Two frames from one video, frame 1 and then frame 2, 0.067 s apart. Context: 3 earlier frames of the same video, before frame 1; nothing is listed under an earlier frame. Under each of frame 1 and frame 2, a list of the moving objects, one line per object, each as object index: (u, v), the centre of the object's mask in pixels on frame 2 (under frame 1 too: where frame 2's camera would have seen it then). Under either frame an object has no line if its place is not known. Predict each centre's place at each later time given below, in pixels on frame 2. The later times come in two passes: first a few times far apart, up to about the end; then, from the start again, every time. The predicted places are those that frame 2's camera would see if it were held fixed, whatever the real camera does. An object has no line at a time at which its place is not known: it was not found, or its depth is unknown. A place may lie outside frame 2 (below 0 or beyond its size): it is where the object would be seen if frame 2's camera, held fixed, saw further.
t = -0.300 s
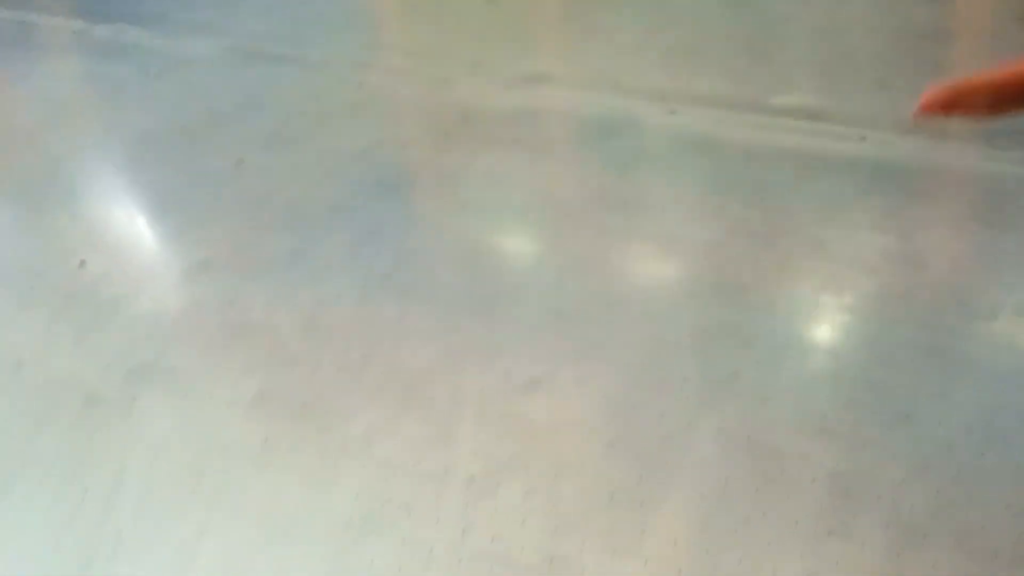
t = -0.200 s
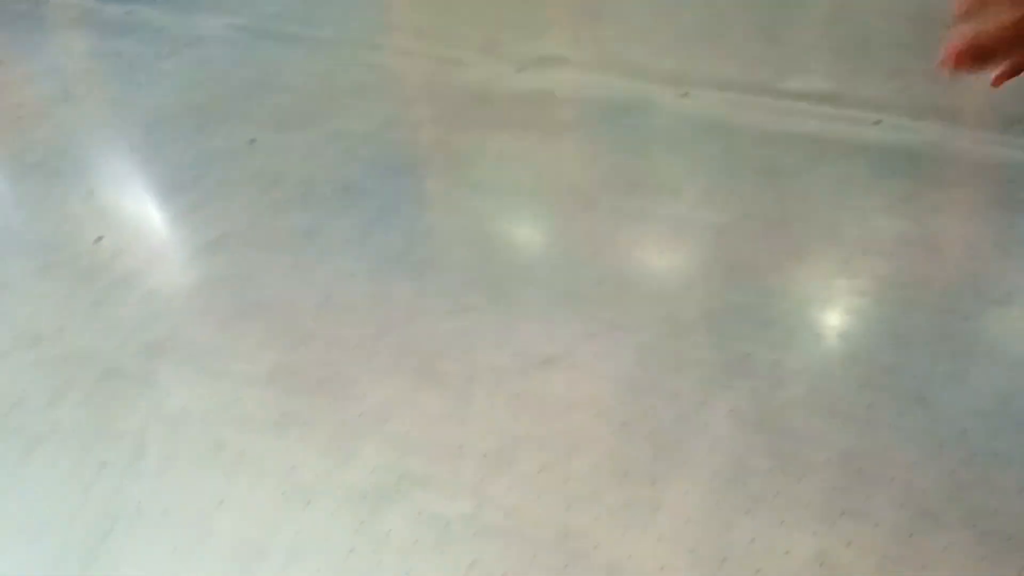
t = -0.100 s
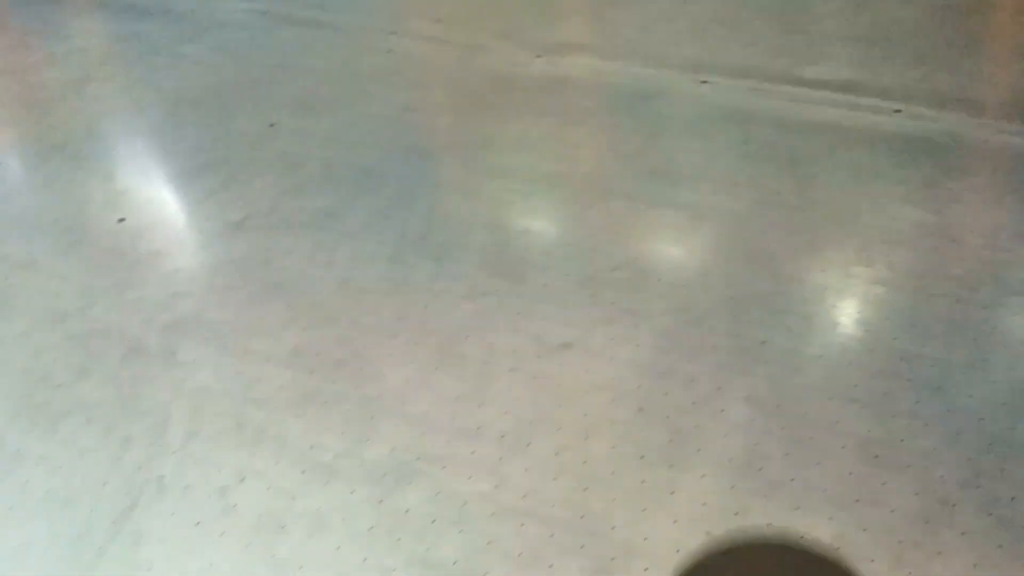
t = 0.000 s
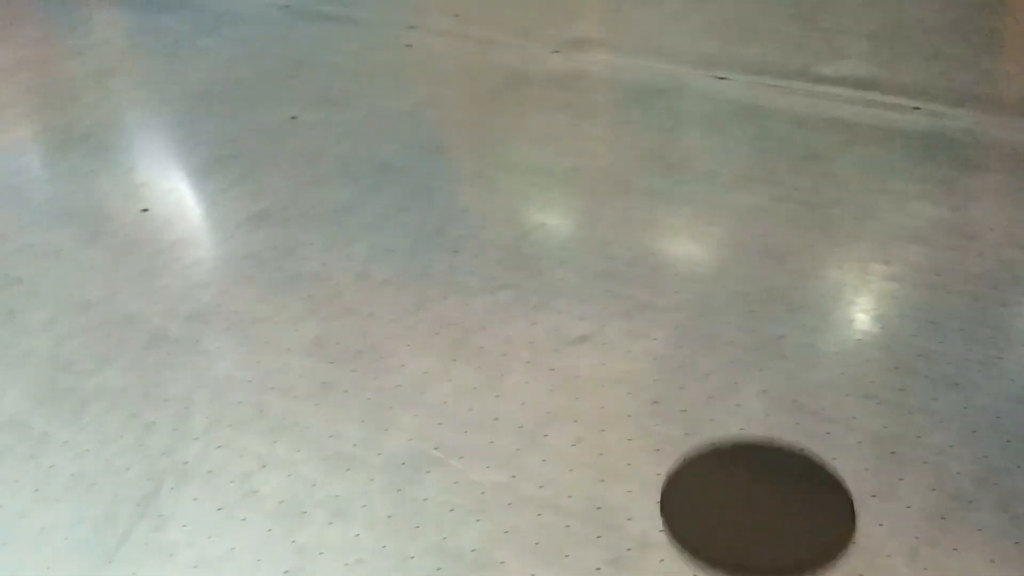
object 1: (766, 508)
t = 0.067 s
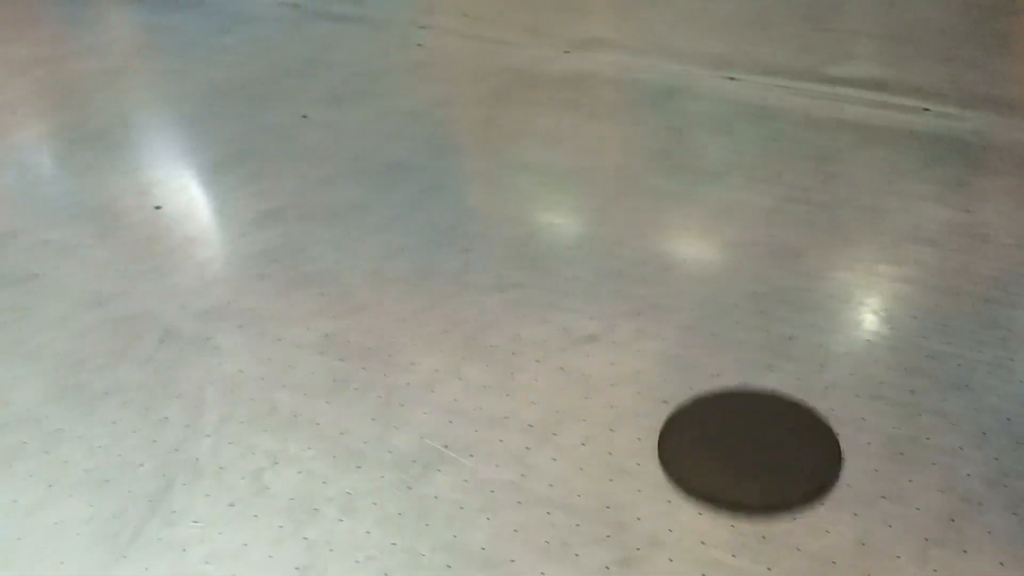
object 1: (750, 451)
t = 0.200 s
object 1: (722, 353)
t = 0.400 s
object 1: (691, 240)
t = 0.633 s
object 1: (665, 143)
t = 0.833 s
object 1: (648, 79)
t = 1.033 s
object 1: (636, 27)
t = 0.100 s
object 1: (742, 425)
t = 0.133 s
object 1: (735, 399)
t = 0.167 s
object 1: (729, 375)
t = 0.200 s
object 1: (722, 353)
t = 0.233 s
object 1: (717, 332)
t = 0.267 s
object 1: (712, 311)
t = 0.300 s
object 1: (706, 292)
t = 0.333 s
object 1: (701, 273)
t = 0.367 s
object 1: (696, 256)
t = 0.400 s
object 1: (691, 240)
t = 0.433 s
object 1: (687, 224)
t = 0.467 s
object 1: (683, 209)
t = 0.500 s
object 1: (678, 195)
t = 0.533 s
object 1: (674, 181)
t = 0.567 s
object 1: (671, 168)
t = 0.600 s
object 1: (668, 155)
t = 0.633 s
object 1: (665, 143)
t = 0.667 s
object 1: (662, 132)
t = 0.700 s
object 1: (659, 121)
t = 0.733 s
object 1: (656, 110)
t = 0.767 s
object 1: (653, 99)
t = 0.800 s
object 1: (650, 89)
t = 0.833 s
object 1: (648, 79)
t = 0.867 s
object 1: (646, 70)
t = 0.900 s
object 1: (643, 61)
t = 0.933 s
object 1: (641, 52)
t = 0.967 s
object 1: (639, 43)
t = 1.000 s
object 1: (637, 35)
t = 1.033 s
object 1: (636, 27)
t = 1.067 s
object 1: (634, 20)
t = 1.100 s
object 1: (632, 13)
